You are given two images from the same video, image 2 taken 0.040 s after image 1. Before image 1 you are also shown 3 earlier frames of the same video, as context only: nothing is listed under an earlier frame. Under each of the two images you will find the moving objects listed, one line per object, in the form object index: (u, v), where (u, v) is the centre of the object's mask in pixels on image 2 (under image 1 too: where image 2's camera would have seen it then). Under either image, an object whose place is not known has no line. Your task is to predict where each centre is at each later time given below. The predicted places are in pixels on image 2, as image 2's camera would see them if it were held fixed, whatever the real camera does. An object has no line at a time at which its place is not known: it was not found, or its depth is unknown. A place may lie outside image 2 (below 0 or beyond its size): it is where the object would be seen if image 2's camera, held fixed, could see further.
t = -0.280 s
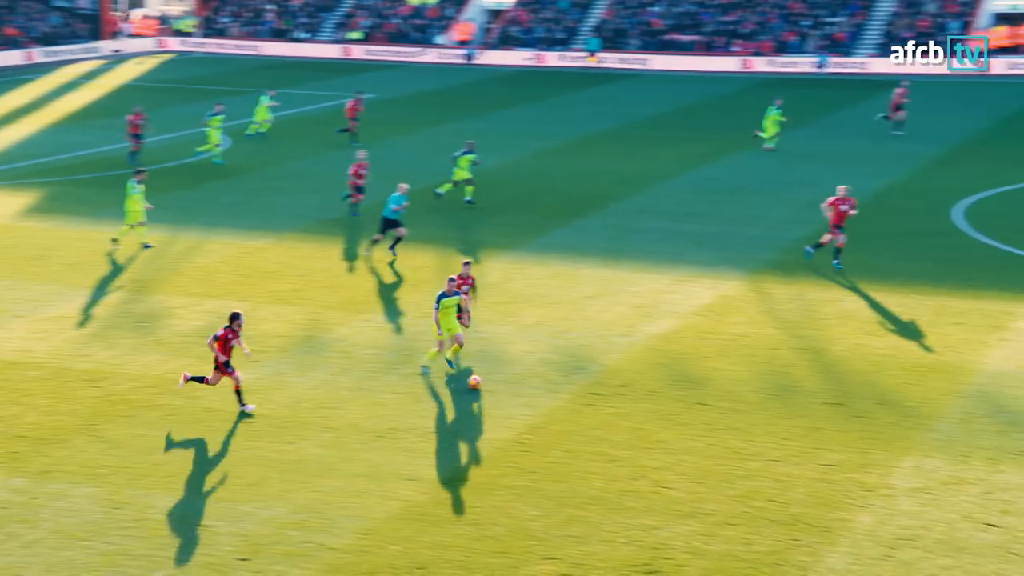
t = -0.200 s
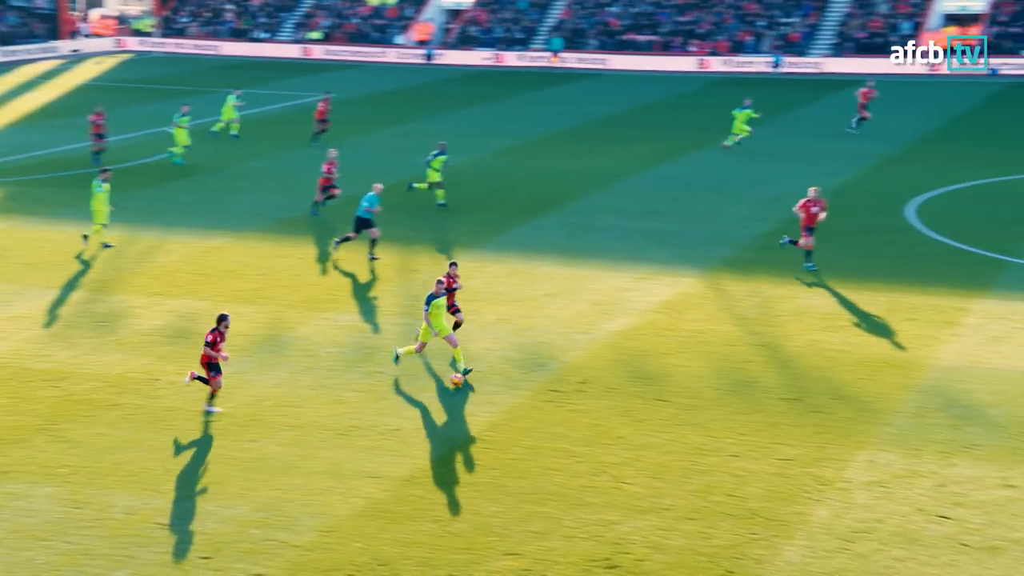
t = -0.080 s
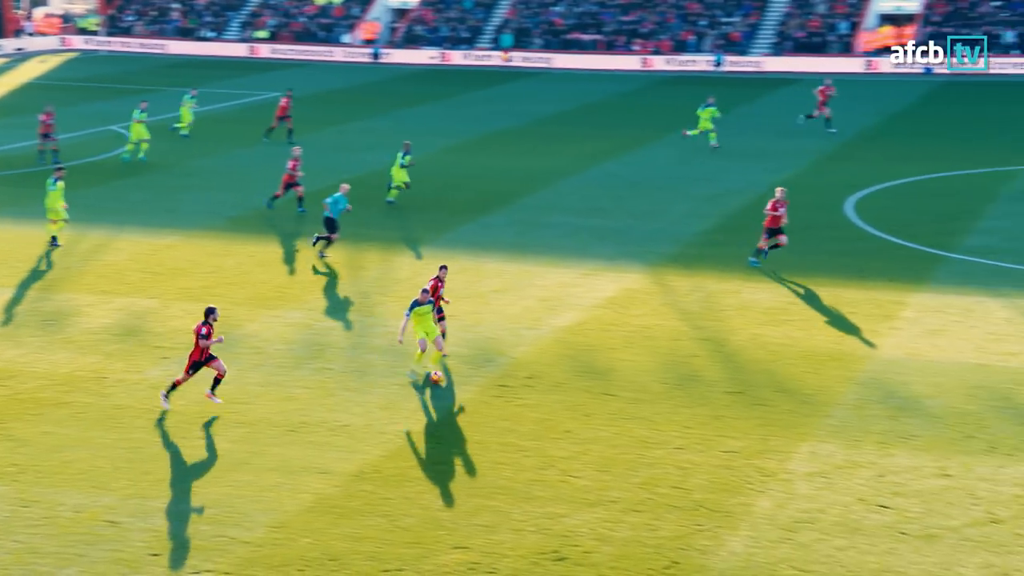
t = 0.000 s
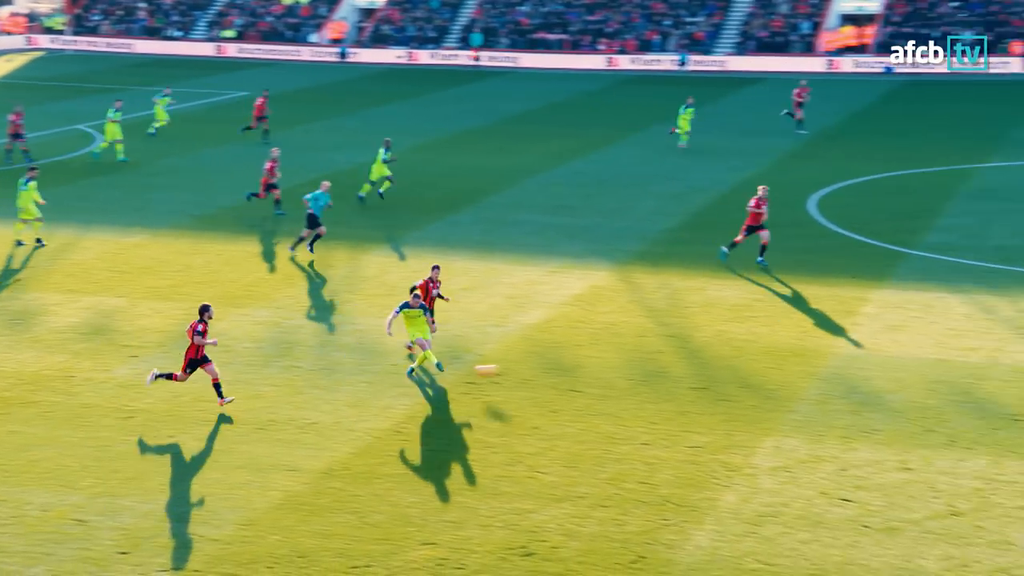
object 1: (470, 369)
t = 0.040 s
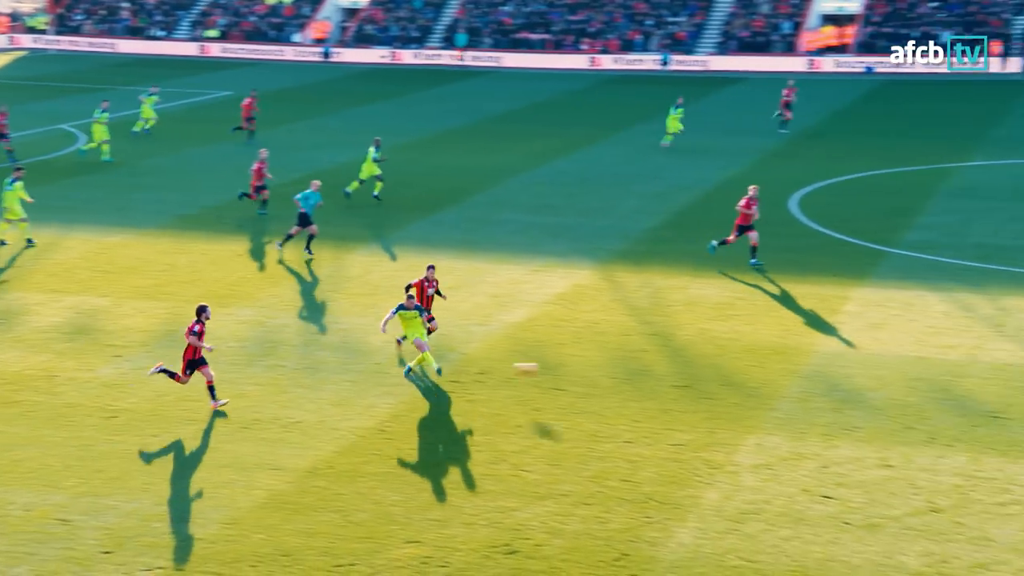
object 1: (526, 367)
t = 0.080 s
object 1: (582, 368)
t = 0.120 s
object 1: (641, 370)
